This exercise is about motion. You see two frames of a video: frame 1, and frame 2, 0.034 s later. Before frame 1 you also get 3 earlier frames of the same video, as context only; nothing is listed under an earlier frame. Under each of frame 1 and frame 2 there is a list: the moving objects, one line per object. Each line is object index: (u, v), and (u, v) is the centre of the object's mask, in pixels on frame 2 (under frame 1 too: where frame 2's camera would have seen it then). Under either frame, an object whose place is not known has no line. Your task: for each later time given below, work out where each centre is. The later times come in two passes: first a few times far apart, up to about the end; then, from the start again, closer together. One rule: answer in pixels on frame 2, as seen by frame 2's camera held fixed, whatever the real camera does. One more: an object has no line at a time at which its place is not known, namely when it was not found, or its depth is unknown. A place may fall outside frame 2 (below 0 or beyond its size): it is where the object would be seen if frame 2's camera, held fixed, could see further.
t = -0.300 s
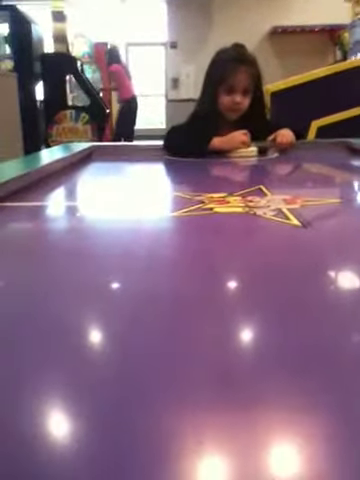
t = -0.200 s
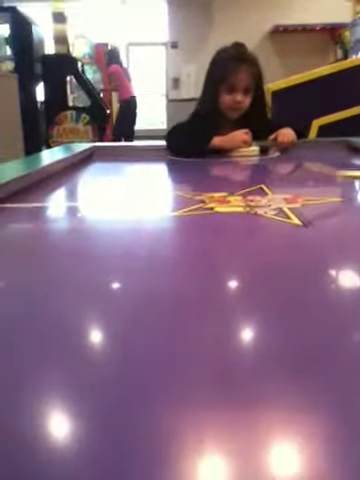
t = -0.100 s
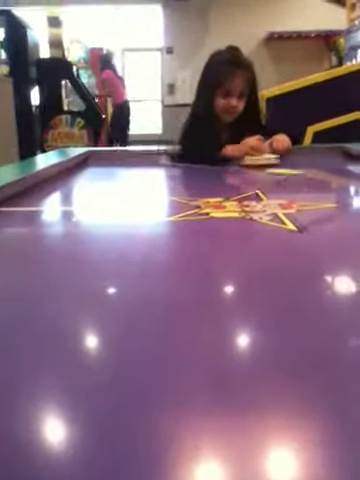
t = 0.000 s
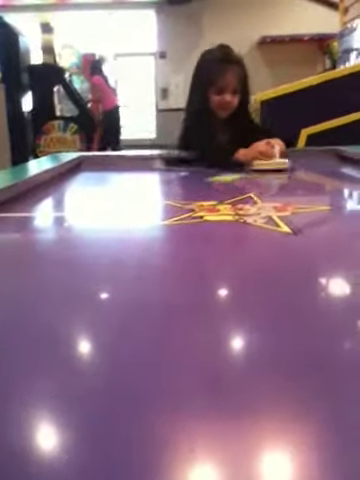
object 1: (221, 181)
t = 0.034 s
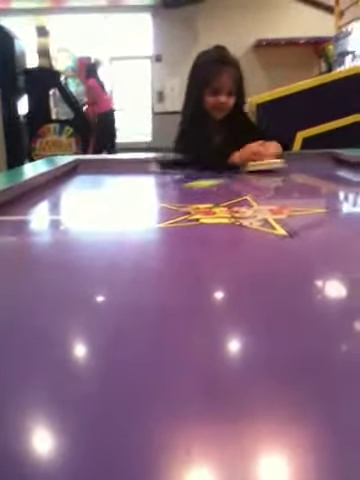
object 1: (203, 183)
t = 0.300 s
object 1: (20, 213)
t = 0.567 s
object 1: (172, 242)
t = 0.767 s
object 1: (347, 276)
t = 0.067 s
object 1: (186, 187)
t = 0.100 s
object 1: (172, 189)
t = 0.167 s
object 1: (121, 199)
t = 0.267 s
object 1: (35, 210)
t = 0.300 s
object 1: (20, 213)
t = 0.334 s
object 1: (20, 216)
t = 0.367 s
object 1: (39, 220)
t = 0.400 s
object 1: (57, 226)
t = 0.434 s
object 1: (72, 228)
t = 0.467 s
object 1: (100, 233)
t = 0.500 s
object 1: (120, 236)
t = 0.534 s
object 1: (148, 238)
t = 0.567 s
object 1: (172, 242)
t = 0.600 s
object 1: (198, 247)
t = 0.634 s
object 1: (229, 252)
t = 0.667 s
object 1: (261, 258)
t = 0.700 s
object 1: (297, 264)
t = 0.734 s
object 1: (327, 271)
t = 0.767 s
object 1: (347, 276)
